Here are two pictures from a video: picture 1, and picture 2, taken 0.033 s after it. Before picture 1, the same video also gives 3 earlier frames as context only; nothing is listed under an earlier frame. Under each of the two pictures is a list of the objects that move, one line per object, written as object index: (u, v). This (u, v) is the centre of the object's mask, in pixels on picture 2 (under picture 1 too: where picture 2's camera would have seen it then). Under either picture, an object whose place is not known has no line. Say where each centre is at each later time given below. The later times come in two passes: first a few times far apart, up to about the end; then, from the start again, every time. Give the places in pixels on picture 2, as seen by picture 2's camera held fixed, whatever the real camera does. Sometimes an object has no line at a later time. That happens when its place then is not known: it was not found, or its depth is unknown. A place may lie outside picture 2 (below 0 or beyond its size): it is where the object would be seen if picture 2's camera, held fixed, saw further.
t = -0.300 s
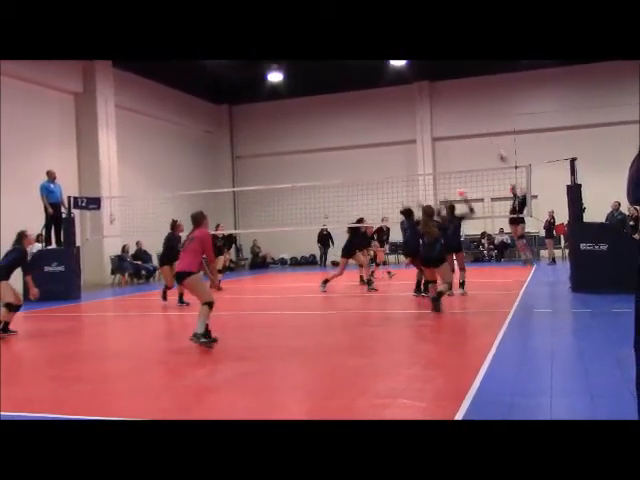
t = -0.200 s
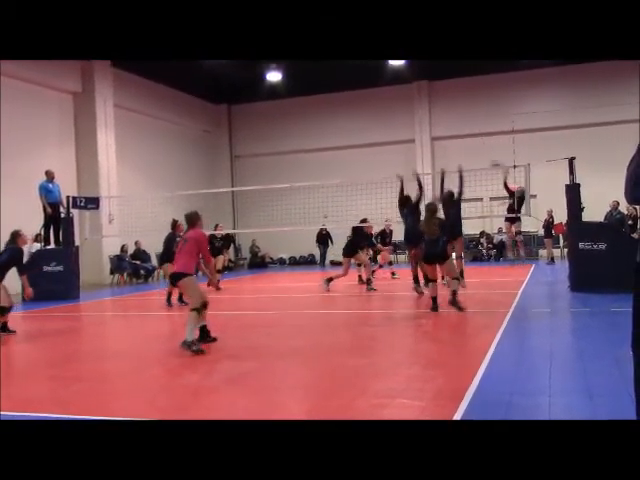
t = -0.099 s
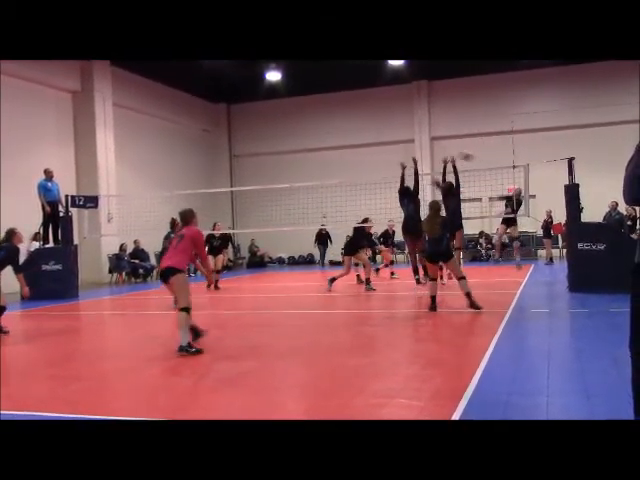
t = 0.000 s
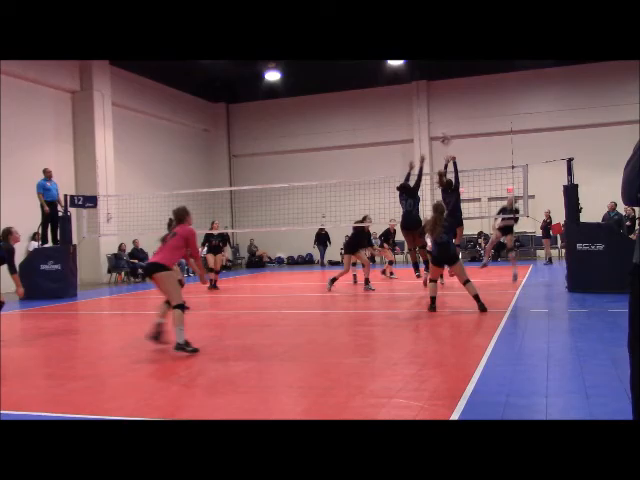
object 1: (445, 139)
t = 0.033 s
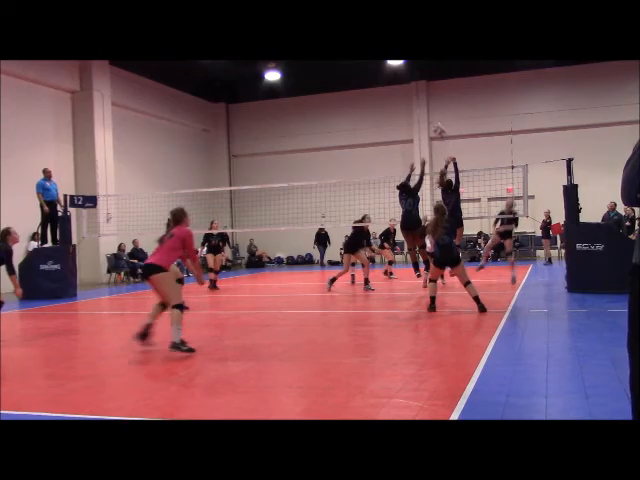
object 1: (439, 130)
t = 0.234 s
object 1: (407, 94)
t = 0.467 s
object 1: (367, 82)
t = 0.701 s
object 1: (322, 106)
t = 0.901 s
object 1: (281, 170)
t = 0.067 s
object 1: (434, 124)
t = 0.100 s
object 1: (430, 117)
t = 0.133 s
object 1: (424, 110)
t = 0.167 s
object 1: (419, 104)
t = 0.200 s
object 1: (412, 99)
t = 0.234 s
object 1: (407, 94)
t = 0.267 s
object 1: (402, 90)
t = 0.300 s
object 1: (397, 88)
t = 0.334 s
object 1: (390, 84)
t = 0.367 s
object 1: (385, 84)
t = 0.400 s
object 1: (379, 82)
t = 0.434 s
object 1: (373, 82)
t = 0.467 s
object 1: (367, 82)
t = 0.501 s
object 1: (361, 83)
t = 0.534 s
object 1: (355, 85)
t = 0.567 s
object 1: (349, 87)
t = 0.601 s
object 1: (342, 91)
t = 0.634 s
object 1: (336, 95)
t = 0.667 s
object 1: (329, 100)
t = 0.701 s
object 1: (322, 106)
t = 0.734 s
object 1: (315, 114)
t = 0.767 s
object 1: (309, 122)
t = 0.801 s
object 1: (301, 132)
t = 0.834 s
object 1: (296, 142)
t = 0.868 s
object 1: (287, 155)
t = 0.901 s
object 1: (281, 170)
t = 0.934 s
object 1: (274, 182)
